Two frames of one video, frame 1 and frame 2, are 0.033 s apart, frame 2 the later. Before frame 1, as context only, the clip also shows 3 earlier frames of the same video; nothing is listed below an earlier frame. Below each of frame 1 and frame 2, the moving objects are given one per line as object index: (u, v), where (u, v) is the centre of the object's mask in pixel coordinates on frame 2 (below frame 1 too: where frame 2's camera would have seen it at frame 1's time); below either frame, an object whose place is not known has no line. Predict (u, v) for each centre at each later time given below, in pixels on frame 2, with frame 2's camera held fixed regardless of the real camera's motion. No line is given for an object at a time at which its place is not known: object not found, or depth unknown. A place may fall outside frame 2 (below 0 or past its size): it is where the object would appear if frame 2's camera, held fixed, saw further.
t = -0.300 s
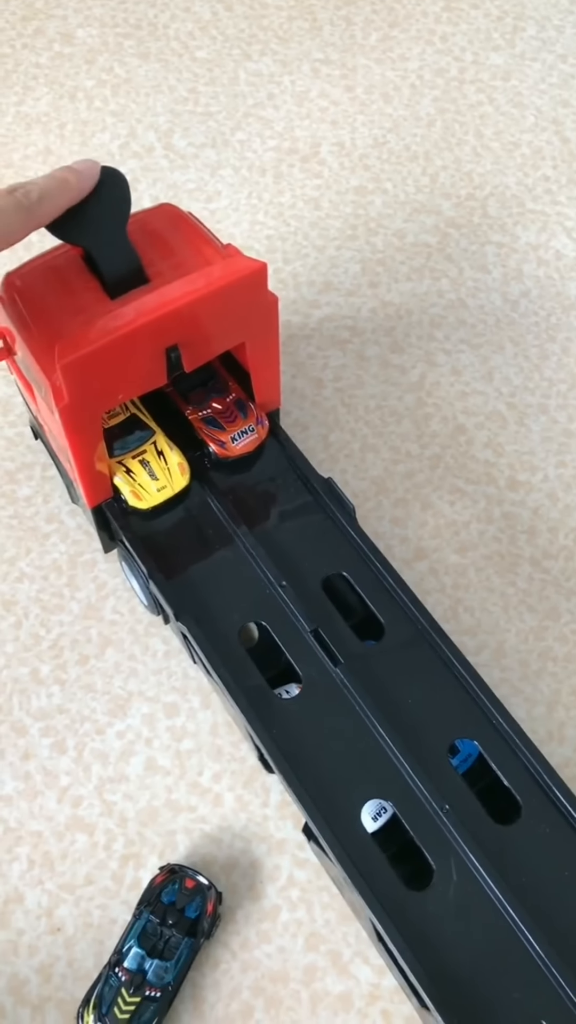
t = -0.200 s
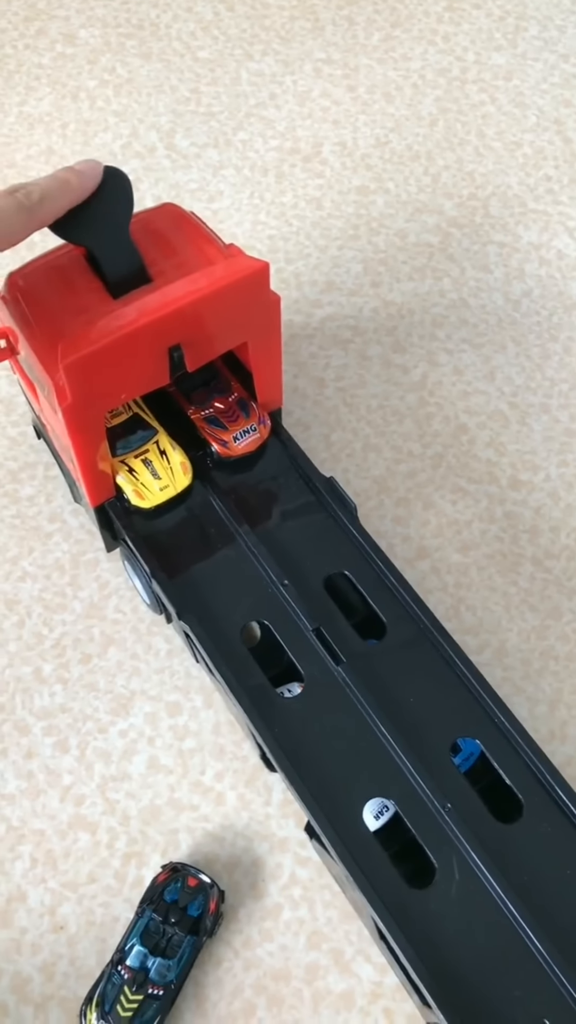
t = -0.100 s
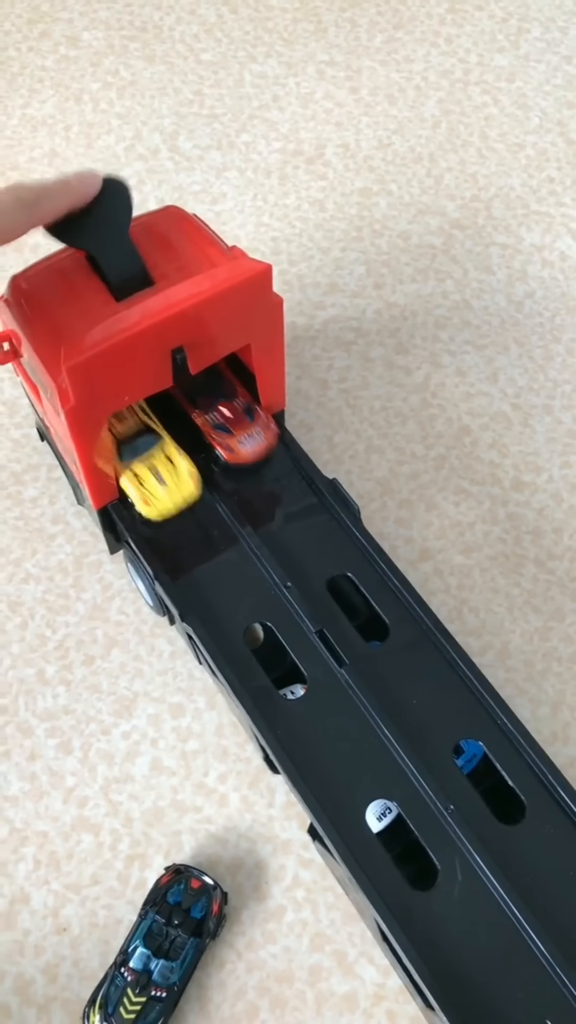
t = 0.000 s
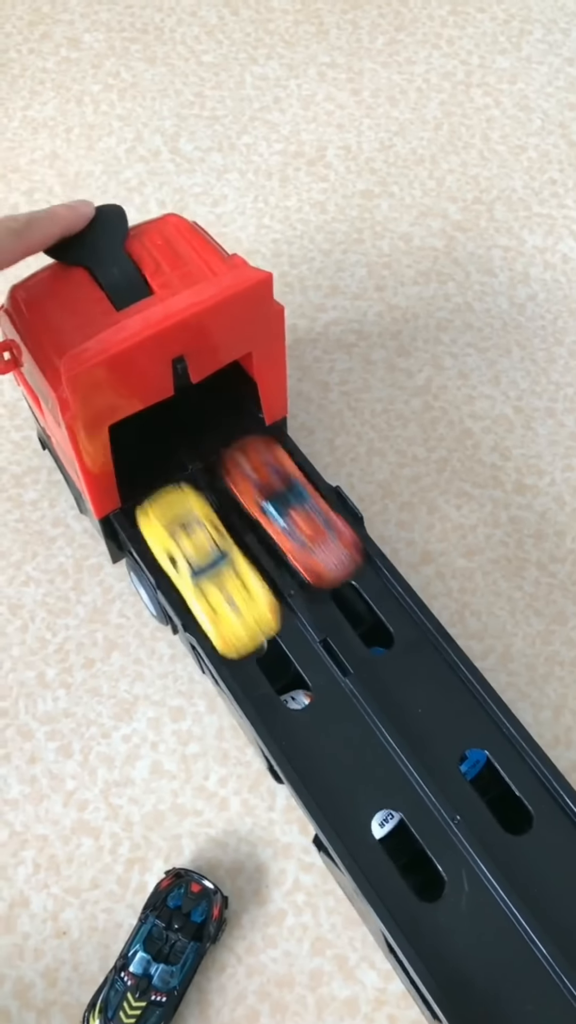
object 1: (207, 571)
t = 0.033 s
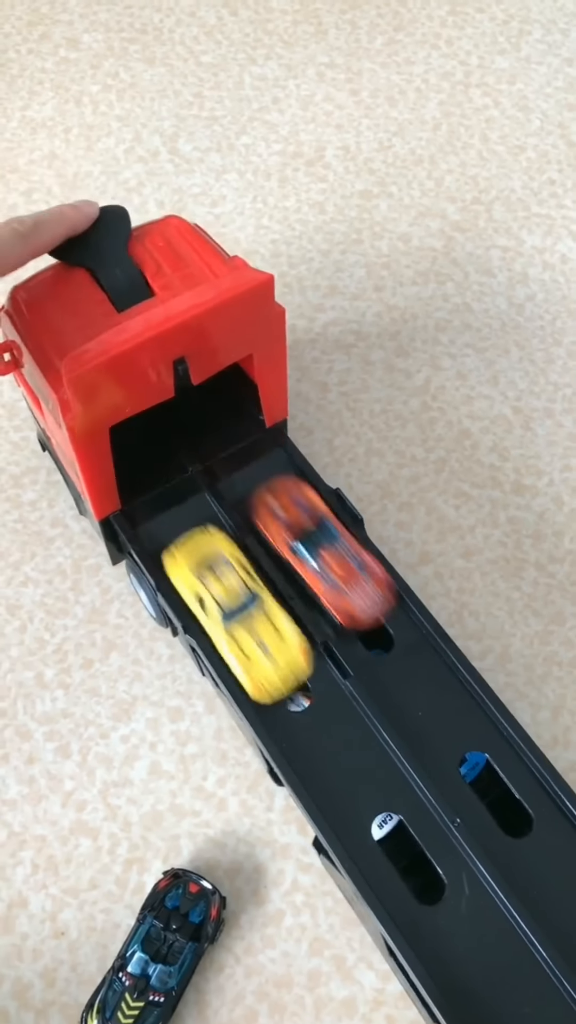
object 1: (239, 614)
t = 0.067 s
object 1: (272, 656)
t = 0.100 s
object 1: (305, 700)
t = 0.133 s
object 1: (339, 745)
